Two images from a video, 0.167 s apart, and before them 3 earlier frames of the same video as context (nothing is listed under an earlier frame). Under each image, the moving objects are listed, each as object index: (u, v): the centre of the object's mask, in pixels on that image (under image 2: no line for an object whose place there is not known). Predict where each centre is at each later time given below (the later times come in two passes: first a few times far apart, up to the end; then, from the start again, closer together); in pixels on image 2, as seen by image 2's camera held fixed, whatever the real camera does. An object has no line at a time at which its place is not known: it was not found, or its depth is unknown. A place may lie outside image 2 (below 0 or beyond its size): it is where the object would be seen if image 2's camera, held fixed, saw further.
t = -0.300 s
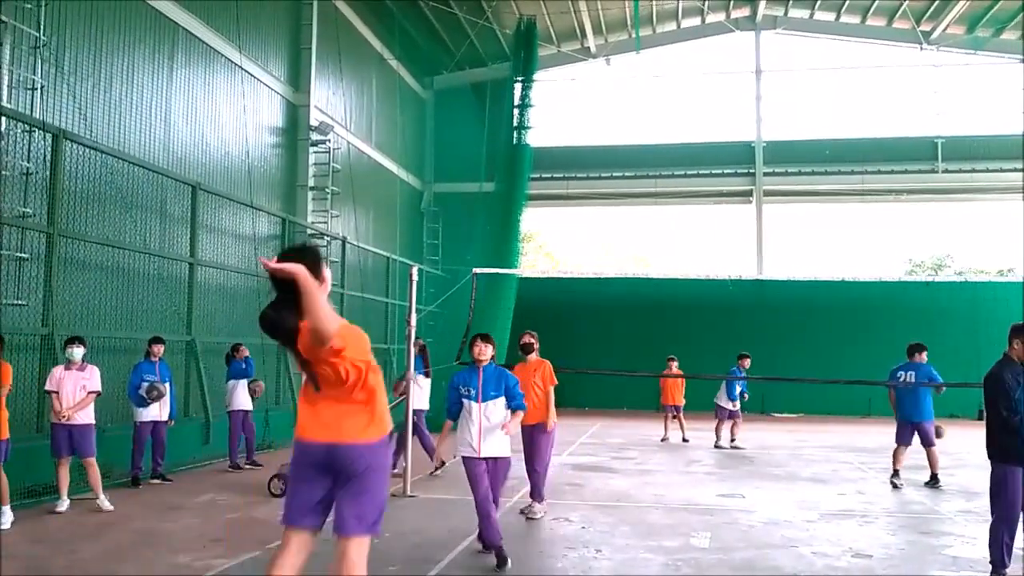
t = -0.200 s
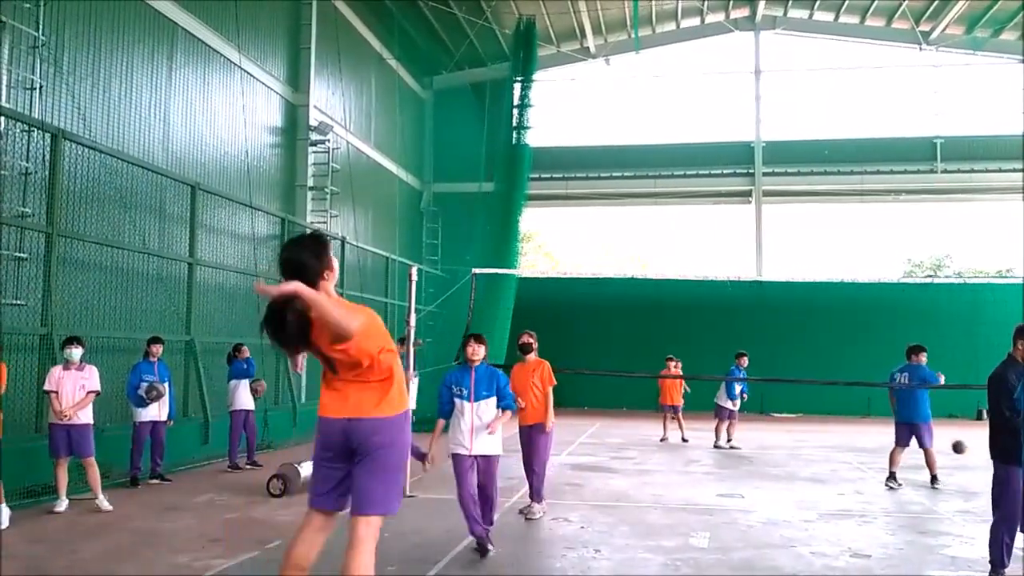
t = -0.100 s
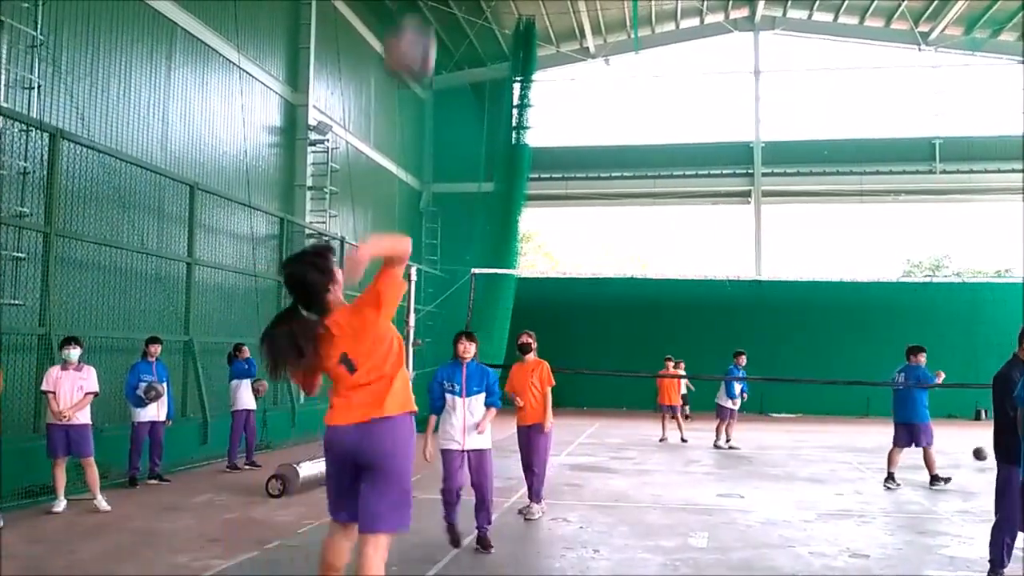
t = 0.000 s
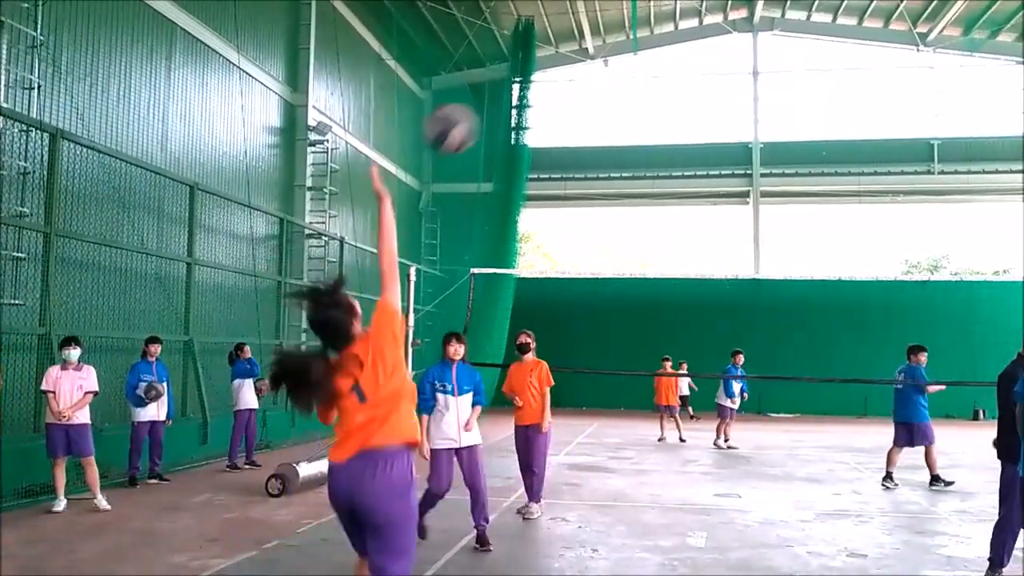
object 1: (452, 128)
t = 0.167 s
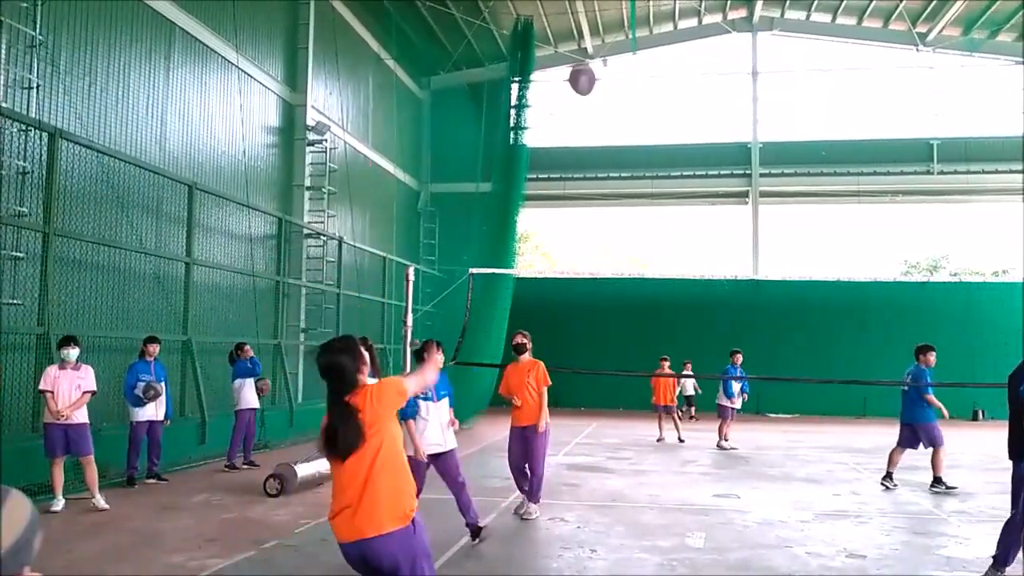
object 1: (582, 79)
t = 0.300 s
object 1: (643, 84)
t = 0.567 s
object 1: (716, 149)
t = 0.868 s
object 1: (762, 259)
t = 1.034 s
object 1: (784, 329)
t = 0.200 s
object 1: (600, 77)
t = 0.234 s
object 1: (616, 78)
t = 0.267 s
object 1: (630, 80)
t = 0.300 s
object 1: (643, 84)
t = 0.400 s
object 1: (675, 103)
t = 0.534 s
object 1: (708, 140)
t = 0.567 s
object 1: (716, 149)
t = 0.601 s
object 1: (722, 160)
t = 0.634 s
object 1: (728, 170)
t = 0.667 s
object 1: (733, 182)
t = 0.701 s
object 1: (739, 195)
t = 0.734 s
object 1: (744, 205)
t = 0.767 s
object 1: (749, 219)
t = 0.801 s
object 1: (754, 232)
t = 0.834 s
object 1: (758, 245)
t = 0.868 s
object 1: (762, 259)
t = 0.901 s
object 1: (767, 271)
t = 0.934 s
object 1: (773, 288)
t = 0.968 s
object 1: (776, 301)
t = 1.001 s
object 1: (780, 314)
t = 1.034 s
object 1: (784, 329)
